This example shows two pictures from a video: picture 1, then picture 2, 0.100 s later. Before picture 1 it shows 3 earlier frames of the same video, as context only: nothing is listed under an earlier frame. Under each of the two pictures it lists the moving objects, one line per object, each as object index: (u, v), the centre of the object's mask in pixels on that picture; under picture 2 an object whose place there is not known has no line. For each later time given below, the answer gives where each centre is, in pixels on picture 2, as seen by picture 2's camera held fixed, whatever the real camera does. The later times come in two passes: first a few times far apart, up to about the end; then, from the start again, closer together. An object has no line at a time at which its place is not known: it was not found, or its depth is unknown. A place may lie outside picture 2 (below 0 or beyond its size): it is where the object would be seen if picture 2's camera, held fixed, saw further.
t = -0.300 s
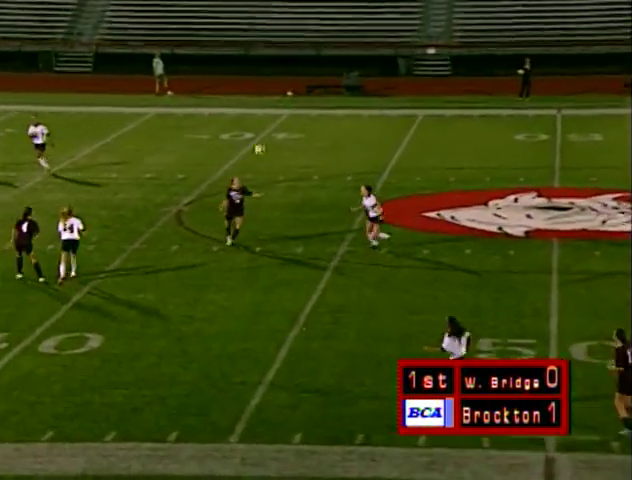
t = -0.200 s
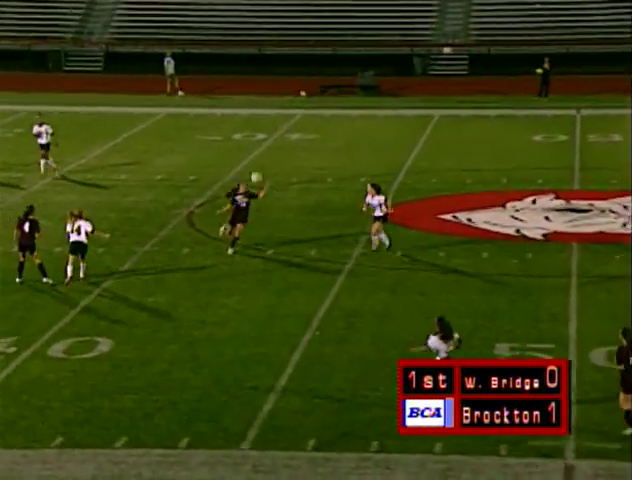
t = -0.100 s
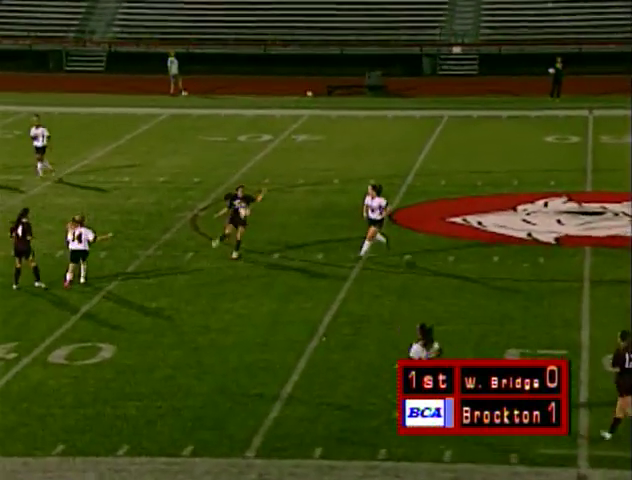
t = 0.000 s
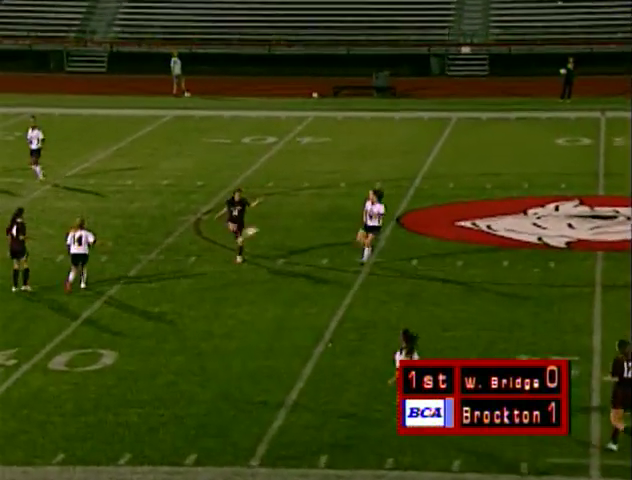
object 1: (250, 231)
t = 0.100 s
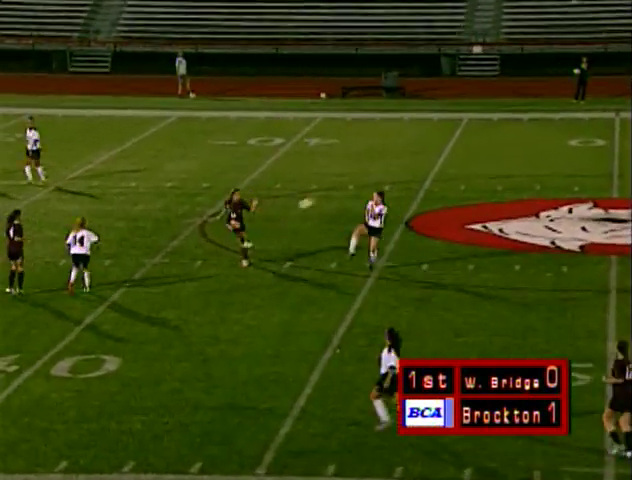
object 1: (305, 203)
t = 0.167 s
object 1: (338, 185)
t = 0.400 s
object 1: (457, 144)
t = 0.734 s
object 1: (624, 139)
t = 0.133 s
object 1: (322, 194)
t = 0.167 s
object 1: (338, 185)
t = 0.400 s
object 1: (457, 144)
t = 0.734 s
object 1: (624, 139)
